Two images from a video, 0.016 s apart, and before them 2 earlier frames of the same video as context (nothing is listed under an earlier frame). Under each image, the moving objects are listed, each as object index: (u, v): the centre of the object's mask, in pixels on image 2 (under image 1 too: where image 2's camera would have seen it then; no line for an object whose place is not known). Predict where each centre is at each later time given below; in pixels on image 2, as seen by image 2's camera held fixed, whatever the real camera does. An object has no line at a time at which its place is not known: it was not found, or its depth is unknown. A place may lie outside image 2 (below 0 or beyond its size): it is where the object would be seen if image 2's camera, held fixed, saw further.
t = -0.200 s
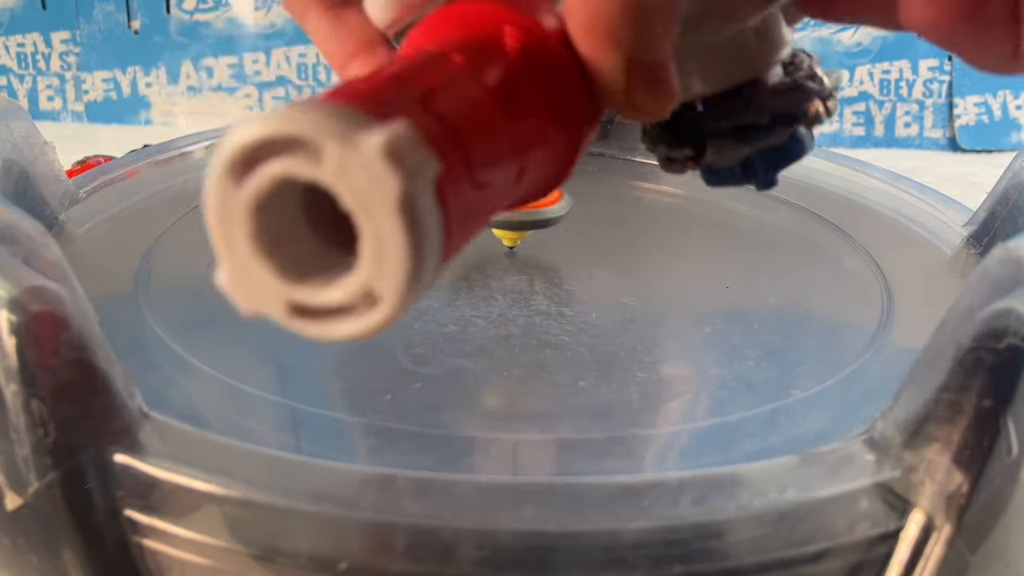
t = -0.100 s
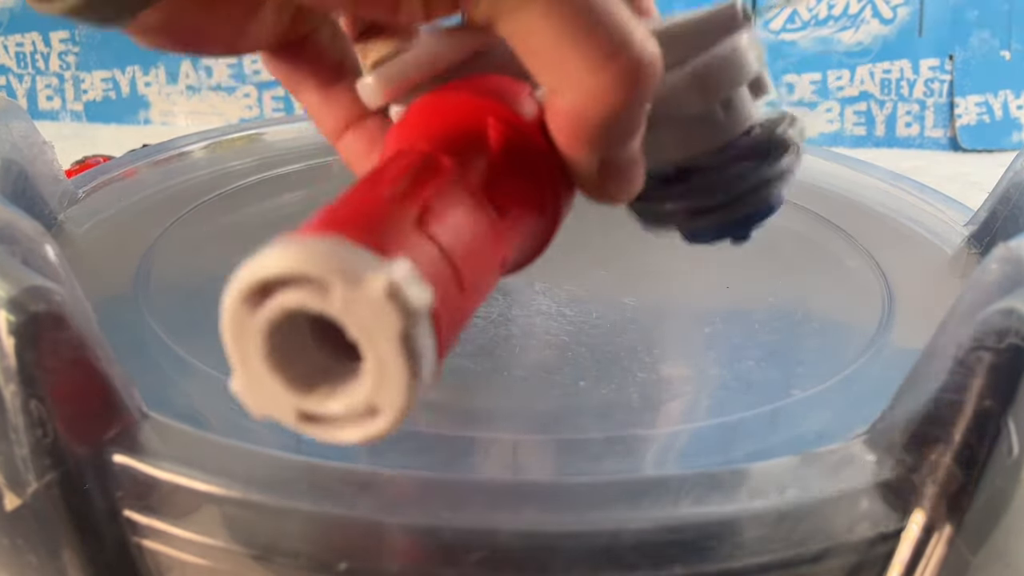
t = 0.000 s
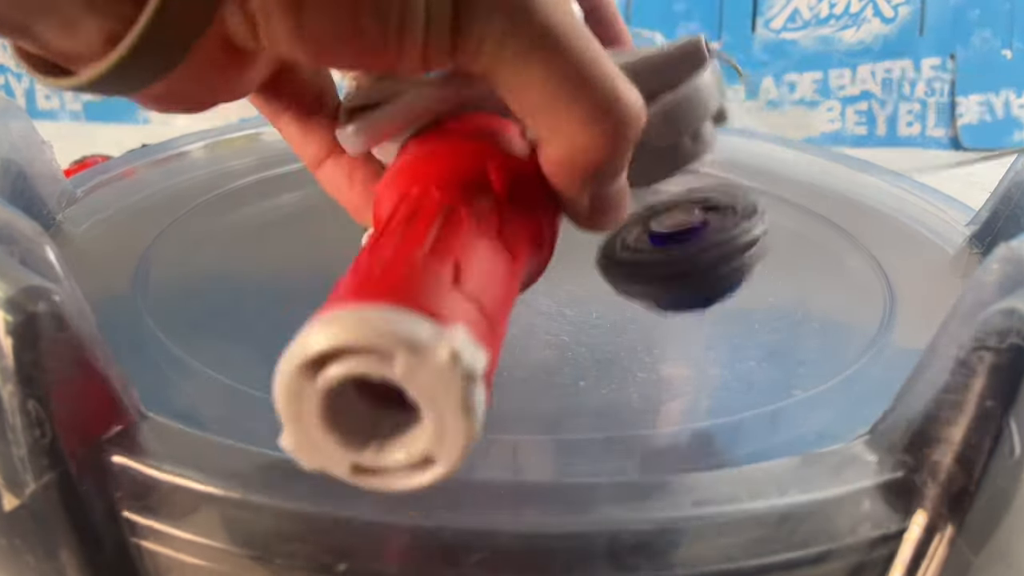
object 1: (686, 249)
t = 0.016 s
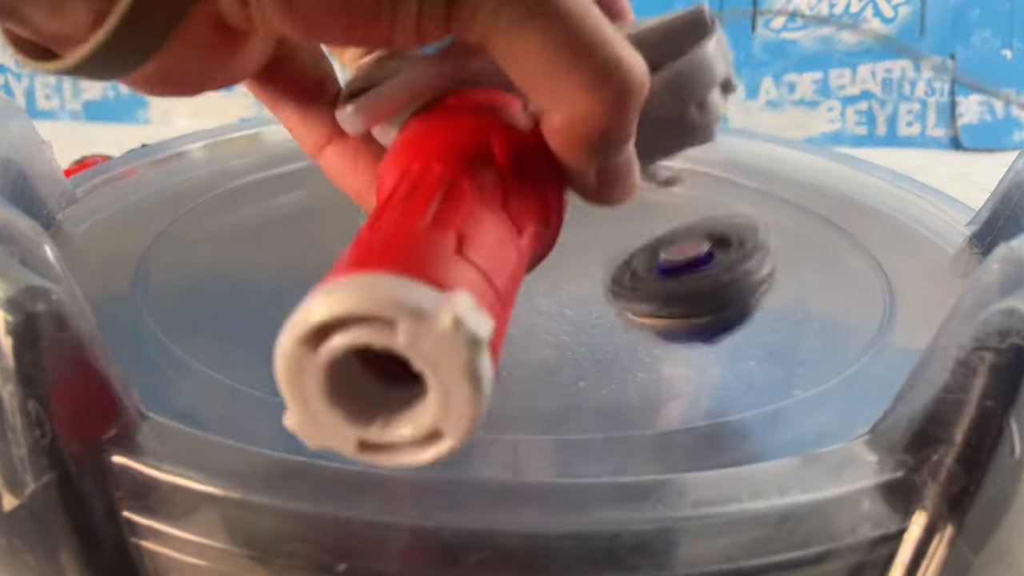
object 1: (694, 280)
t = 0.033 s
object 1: (701, 321)
